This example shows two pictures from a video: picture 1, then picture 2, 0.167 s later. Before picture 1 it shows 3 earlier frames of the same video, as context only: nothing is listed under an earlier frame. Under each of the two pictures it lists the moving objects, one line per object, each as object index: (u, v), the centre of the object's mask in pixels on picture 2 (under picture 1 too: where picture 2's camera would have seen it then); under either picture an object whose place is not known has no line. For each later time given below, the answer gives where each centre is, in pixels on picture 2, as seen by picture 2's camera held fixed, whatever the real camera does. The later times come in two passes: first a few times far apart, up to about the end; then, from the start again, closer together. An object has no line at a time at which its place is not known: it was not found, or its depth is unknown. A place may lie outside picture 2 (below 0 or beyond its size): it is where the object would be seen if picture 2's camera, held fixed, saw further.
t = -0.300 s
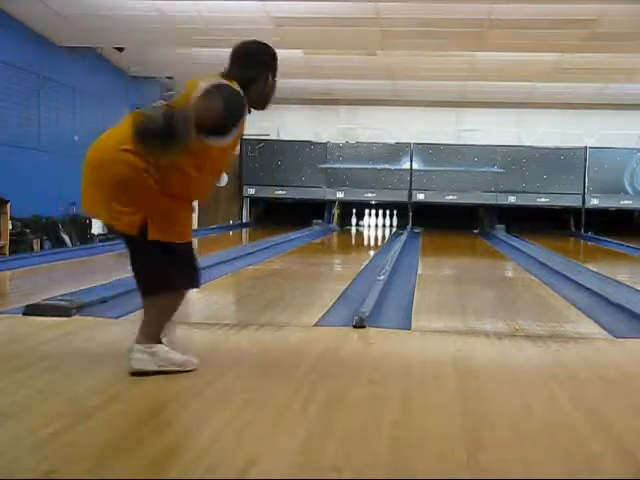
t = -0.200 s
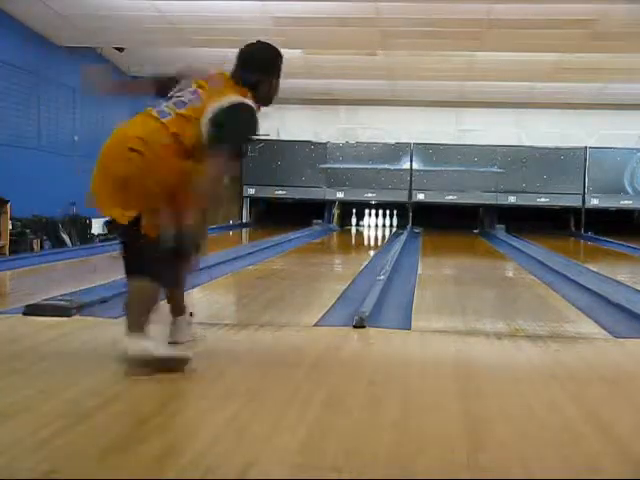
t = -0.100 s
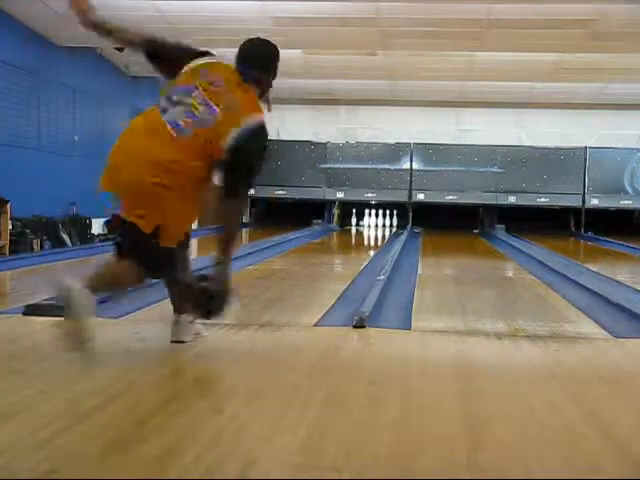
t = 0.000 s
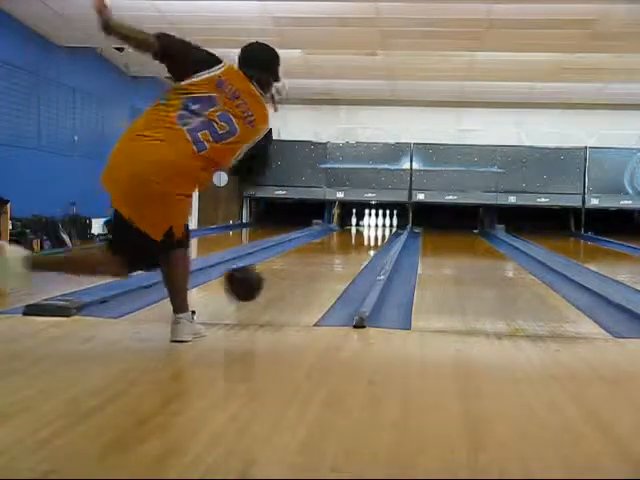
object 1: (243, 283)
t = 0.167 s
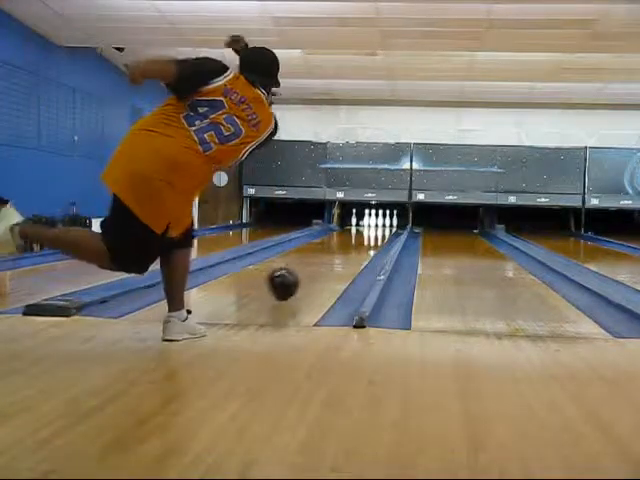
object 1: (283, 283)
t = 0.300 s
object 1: (305, 271)
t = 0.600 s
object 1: (336, 253)
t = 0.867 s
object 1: (352, 244)
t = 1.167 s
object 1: (365, 235)
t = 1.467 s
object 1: (373, 230)
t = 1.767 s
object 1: (378, 226)
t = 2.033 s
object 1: (379, 223)
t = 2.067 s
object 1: (379, 223)
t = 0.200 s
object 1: (289, 279)
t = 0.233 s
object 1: (295, 276)
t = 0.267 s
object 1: (300, 273)
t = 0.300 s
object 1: (305, 271)
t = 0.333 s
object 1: (309, 268)
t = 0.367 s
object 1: (313, 266)
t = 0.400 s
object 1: (317, 265)
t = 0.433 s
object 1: (320, 263)
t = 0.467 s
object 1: (324, 261)
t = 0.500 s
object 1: (326, 260)
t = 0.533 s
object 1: (330, 256)
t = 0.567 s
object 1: (333, 255)
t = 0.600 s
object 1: (336, 253)
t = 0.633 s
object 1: (338, 252)
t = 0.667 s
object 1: (341, 250)
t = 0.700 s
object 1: (343, 249)
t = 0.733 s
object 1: (344, 248)
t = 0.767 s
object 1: (346, 247)
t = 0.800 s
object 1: (349, 245)
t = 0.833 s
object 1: (350, 246)
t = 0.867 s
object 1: (352, 244)
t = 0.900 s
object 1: (354, 243)
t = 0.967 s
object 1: (357, 240)
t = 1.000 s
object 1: (359, 239)
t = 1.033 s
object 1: (360, 238)
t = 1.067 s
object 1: (362, 235)
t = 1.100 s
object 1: (363, 236)
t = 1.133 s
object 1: (365, 235)
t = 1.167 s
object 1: (365, 235)
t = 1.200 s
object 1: (365, 235)
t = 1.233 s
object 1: (367, 233)
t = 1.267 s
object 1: (369, 233)
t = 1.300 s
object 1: (369, 233)
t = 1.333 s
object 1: (370, 232)
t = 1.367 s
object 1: (371, 232)
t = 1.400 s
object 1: (372, 231)
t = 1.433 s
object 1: (373, 230)
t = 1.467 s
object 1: (373, 230)
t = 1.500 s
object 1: (373, 230)
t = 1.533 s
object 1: (374, 229)
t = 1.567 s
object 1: (374, 229)
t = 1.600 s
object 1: (375, 228)
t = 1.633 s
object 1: (377, 228)
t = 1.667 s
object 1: (378, 227)
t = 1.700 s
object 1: (378, 226)
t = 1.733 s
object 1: (378, 226)
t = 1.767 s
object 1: (378, 226)
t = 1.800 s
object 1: (378, 225)
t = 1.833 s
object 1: (379, 225)
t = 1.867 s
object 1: (379, 224)
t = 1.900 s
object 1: (379, 225)
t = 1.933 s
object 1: (379, 225)
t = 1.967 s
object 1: (379, 225)
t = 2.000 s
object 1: (379, 223)
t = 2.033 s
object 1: (379, 223)
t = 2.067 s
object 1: (379, 223)
